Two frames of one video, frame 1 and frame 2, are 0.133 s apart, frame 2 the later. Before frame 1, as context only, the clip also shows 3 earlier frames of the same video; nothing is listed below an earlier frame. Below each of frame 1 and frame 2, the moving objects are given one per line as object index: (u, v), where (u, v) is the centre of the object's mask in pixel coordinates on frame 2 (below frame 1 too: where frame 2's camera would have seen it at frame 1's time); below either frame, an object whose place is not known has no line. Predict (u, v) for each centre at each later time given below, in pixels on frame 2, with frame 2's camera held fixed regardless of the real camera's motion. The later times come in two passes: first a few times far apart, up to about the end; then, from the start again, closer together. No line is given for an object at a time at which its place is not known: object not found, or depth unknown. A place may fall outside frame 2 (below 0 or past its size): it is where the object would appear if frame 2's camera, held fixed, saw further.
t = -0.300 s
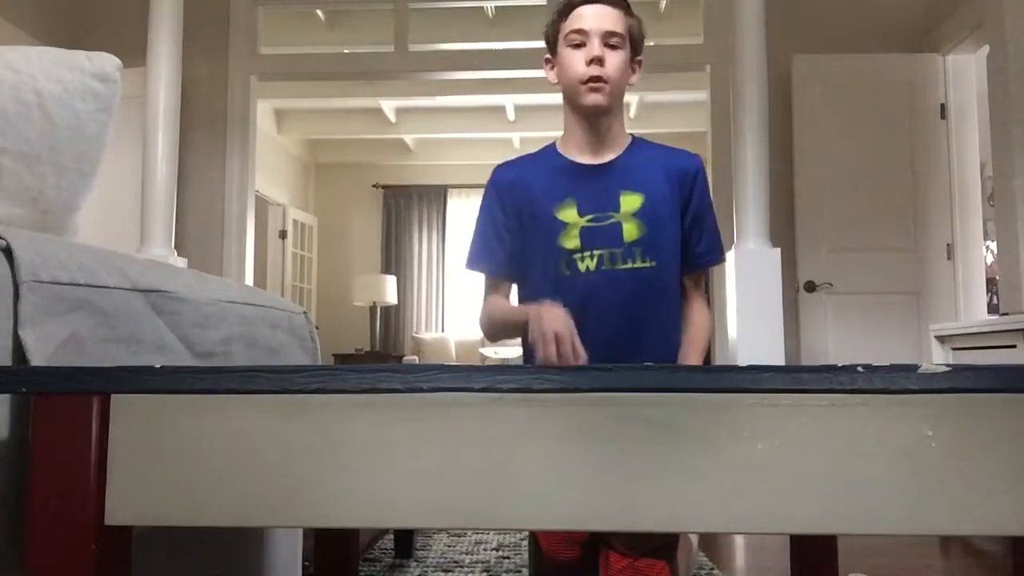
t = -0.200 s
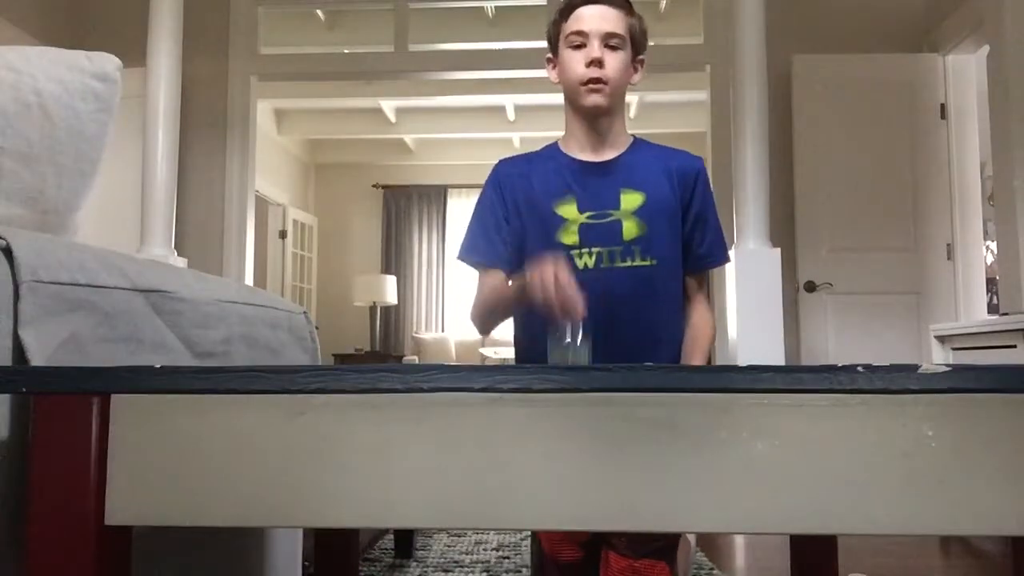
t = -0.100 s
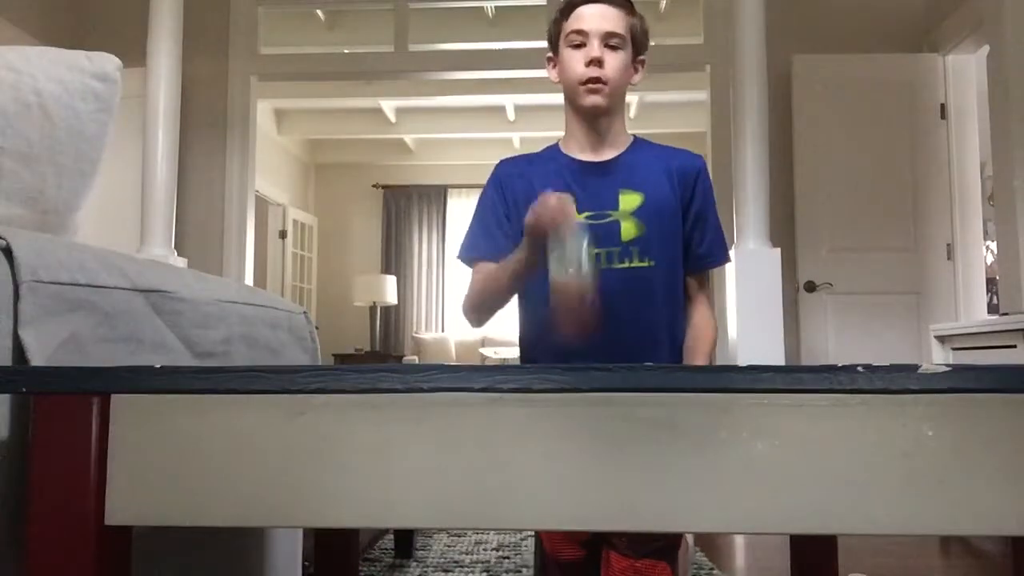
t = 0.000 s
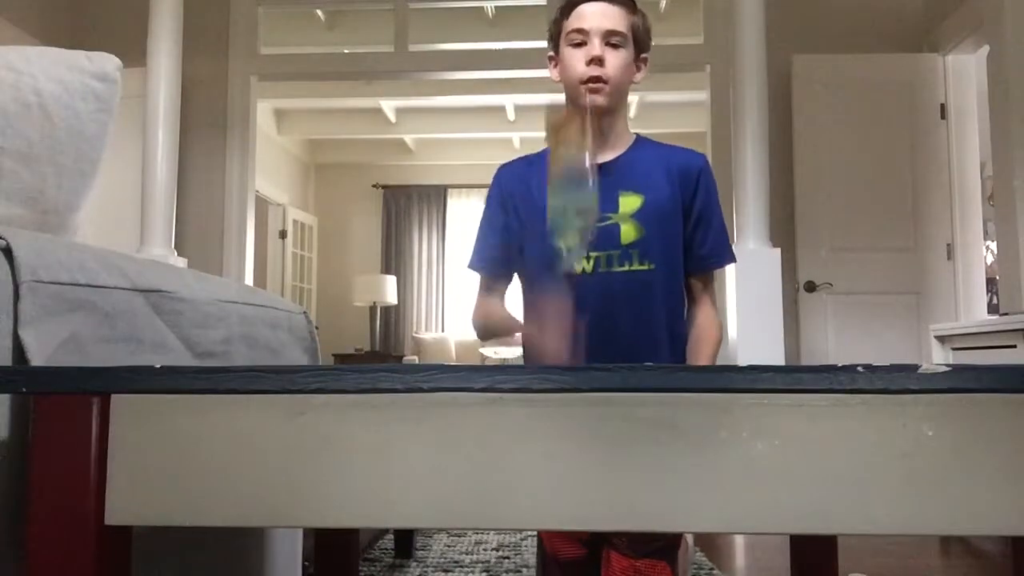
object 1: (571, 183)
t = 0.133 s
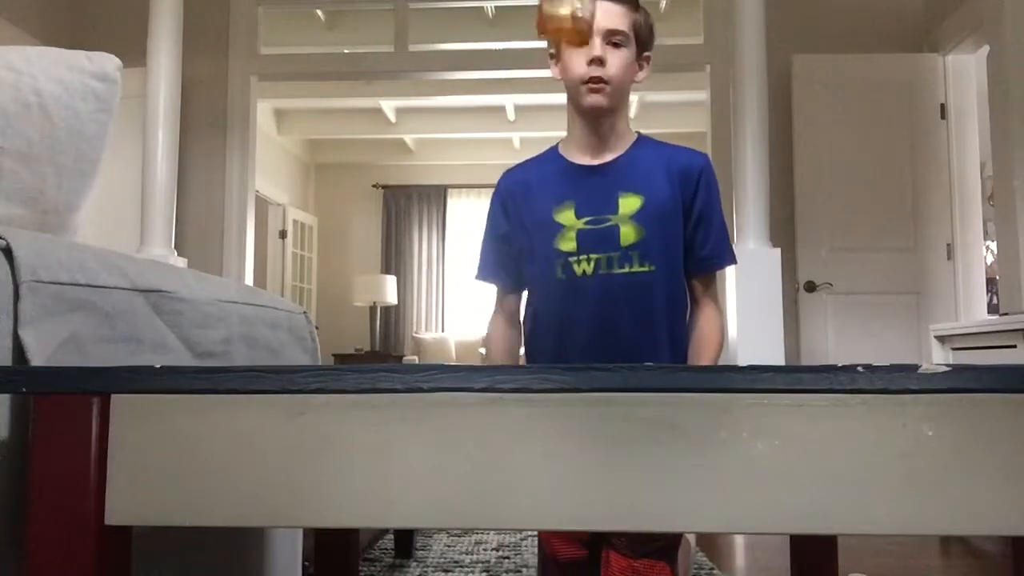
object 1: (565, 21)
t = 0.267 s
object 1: (561, 65)
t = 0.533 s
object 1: (560, 309)
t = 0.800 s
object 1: (566, 320)
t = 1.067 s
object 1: (548, 323)
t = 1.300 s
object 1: (544, 322)
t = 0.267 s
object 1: (561, 65)
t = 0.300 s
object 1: (560, 131)
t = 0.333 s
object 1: (562, 188)
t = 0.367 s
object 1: (564, 225)
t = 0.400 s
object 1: (570, 266)
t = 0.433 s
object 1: (566, 304)
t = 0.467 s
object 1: (564, 322)
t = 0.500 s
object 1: (563, 314)
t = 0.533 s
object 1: (560, 309)
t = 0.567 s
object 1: (560, 313)
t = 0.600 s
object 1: (559, 320)
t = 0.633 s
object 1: (560, 312)
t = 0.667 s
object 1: (561, 306)
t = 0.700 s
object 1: (562, 306)
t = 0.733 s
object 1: (563, 310)
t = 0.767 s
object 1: (565, 314)
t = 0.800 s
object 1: (566, 320)
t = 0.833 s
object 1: (565, 320)
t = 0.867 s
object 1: (563, 319)
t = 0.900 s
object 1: (561, 320)
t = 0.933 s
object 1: (559, 322)
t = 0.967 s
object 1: (557, 322)
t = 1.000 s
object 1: (554, 322)
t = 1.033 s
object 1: (552, 322)
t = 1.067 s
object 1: (548, 323)
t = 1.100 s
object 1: (547, 323)
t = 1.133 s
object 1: (545, 323)
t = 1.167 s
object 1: (545, 323)
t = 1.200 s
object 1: (544, 323)
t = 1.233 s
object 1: (544, 323)
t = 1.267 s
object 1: (544, 322)
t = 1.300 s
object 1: (544, 322)
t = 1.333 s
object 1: (545, 322)
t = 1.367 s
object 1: (545, 322)
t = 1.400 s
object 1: (546, 322)
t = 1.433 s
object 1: (547, 323)
